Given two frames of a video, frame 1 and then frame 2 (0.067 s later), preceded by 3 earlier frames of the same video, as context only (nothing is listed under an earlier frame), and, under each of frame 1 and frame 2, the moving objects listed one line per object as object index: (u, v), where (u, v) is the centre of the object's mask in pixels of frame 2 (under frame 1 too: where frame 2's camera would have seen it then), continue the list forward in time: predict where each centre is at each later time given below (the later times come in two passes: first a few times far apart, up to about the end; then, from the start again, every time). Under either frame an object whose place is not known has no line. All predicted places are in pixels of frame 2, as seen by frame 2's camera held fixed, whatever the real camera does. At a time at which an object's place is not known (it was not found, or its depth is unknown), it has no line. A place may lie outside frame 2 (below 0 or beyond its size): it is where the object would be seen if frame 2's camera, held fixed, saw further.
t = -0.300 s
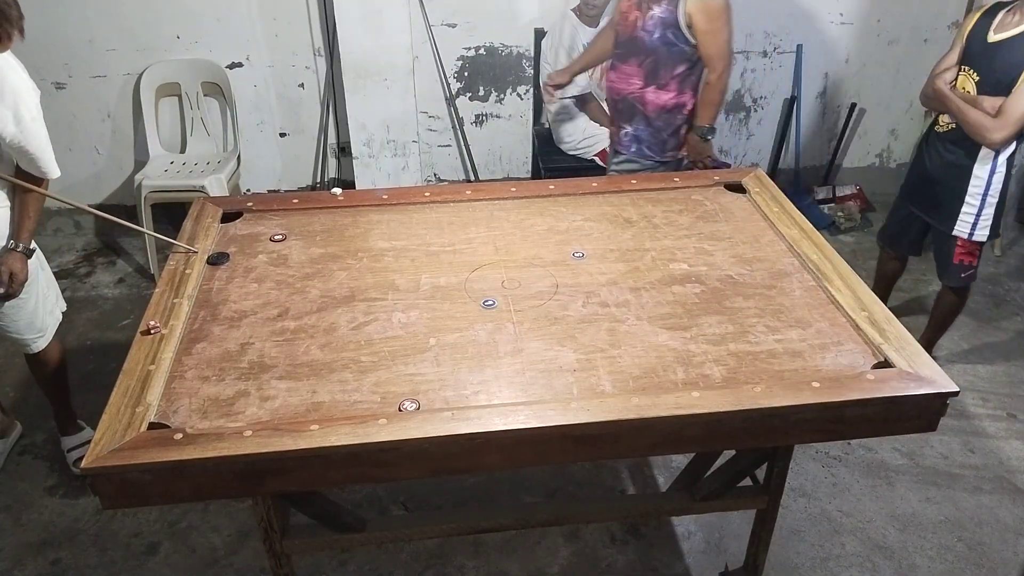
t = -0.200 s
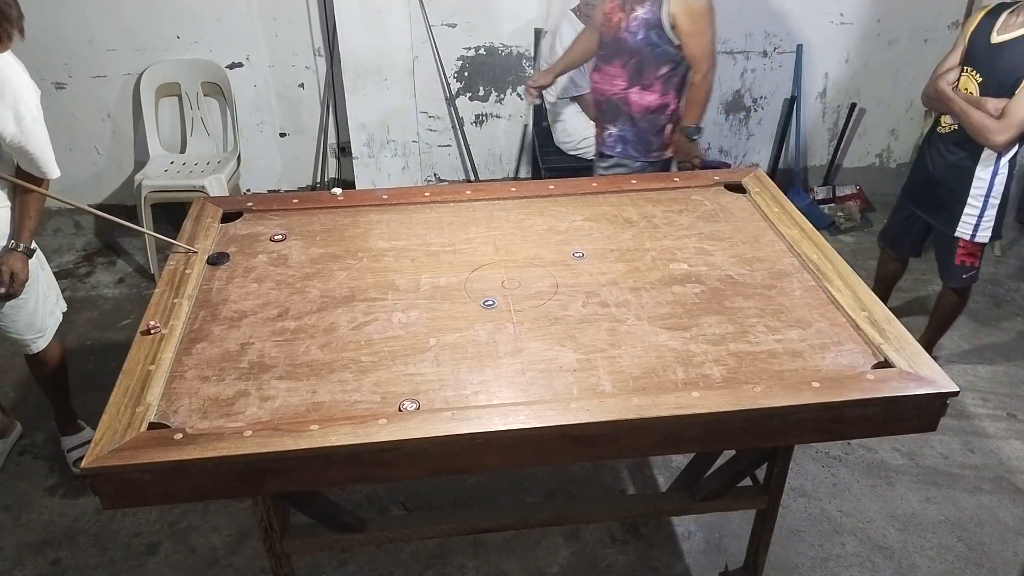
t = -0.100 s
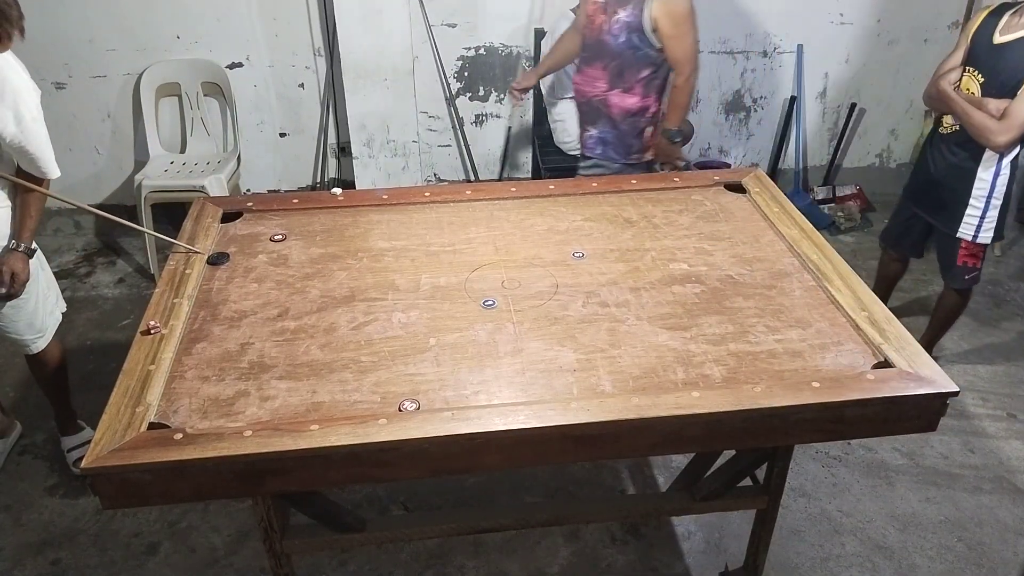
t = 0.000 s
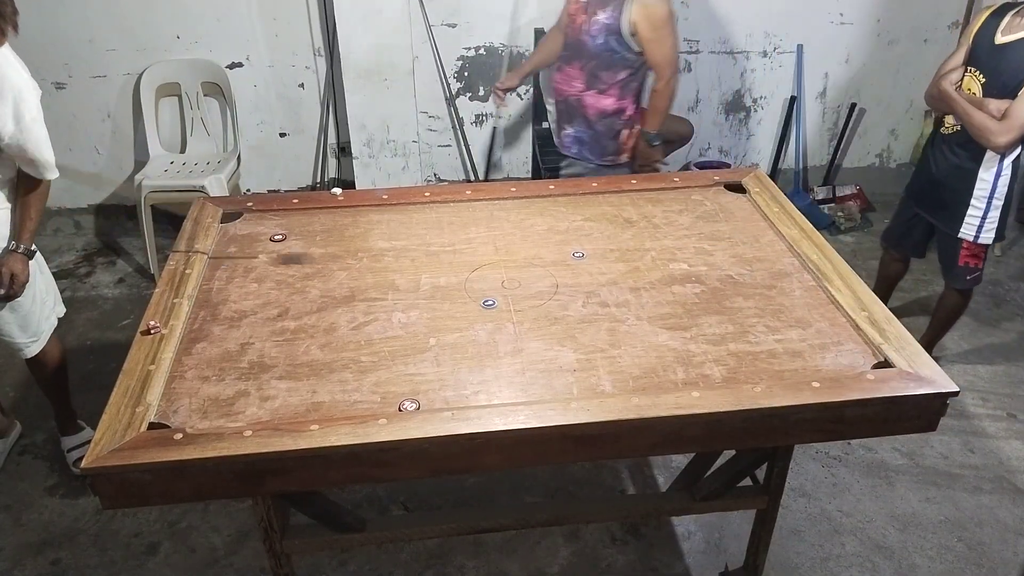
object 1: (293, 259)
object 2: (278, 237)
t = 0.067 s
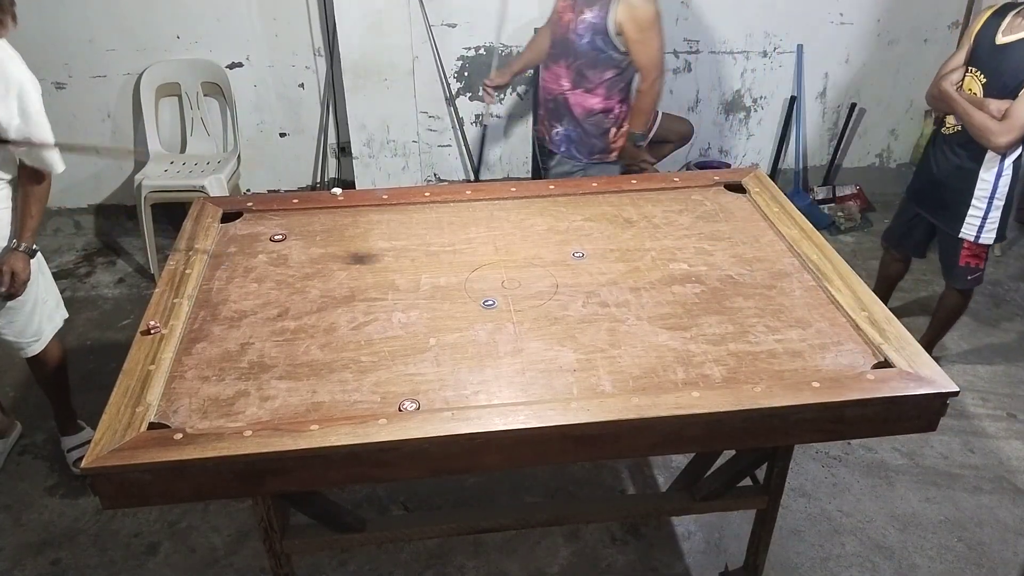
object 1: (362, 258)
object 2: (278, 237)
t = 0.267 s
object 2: (278, 237)
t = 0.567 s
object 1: (718, 277)
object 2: (278, 237)
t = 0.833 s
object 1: (788, 293)
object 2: (278, 237)
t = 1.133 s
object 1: (710, 314)
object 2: (278, 237)
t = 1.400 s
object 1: (653, 329)
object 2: (240, 223)
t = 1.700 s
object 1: (604, 342)
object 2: (300, 218)
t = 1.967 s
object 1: (585, 347)
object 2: (333, 220)
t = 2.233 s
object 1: (585, 348)
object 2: (355, 221)
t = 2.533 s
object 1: (585, 348)
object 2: (368, 220)
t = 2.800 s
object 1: (585, 348)
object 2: (371, 219)
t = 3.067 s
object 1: (585, 347)
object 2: (371, 219)
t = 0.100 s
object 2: (278, 237)
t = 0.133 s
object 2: (278, 237)
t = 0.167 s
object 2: (278, 237)
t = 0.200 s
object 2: (278, 237)
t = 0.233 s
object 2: (278, 237)
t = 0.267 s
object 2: (278, 237)
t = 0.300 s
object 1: (574, 261)
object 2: (278, 237)
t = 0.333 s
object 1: (594, 263)
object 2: (278, 237)
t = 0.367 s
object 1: (612, 265)
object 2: (278, 237)
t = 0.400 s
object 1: (631, 267)
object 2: (278, 237)
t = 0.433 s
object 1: (648, 269)
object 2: (278, 237)
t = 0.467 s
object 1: (666, 271)
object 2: (278, 237)
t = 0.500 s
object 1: (683, 273)
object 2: (278, 237)
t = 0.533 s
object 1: (700, 275)
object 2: (278, 237)
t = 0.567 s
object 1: (718, 277)
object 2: (278, 237)
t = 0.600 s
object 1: (736, 279)
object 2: (278, 237)
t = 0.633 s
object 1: (752, 280)
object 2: (278, 237)
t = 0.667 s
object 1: (769, 282)
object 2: (278, 237)
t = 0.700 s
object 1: (784, 284)
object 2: (278, 237)
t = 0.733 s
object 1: (801, 285)
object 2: (278, 237)
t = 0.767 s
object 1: (808, 287)
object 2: (278, 237)
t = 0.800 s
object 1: (798, 290)
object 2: (278, 237)
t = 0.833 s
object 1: (788, 293)
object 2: (278, 237)
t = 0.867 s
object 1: (779, 295)
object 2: (278, 237)
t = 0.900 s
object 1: (770, 298)
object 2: (278, 237)
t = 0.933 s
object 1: (761, 300)
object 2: (278, 237)
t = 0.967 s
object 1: (752, 303)
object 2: (278, 237)
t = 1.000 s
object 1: (743, 305)
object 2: (278, 237)
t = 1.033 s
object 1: (734, 307)
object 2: (278, 237)
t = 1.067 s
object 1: (726, 310)
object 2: (278, 237)
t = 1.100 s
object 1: (718, 311)
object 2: (278, 237)
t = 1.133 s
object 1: (710, 314)
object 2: (278, 237)
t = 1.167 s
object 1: (702, 316)
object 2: (279, 237)
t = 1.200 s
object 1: (694, 318)
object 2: (278, 237)
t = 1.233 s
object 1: (687, 320)
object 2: (270, 235)
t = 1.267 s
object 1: (679, 322)
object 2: (257, 232)
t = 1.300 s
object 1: (673, 324)
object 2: (244, 230)
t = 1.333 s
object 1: (666, 325)
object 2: (232, 227)
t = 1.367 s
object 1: (659, 327)
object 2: (231, 225)
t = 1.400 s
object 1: (653, 329)
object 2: (240, 223)
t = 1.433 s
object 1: (646, 331)
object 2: (249, 221)
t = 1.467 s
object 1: (640, 332)
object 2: (257, 219)
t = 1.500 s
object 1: (634, 334)
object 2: (266, 218)
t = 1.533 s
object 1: (628, 336)
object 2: (273, 216)
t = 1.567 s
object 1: (623, 337)
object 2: (279, 216)
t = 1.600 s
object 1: (618, 339)
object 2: (285, 216)
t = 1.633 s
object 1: (613, 340)
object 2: (290, 217)
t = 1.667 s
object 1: (609, 341)
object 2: (295, 218)
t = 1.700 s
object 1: (604, 342)
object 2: (300, 218)
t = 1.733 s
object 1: (601, 343)
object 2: (304, 218)
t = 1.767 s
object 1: (597, 344)
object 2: (309, 219)
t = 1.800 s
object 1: (594, 345)
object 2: (314, 219)
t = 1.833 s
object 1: (591, 346)
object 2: (318, 219)
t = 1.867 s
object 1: (589, 346)
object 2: (322, 219)
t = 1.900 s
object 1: (587, 347)
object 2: (326, 220)
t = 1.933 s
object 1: (586, 347)
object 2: (330, 220)
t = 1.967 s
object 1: (585, 347)
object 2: (333, 220)
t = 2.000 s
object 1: (585, 348)
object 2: (337, 220)
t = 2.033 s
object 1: (585, 348)
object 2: (340, 220)
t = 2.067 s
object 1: (585, 348)
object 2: (342, 221)
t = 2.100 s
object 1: (585, 348)
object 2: (345, 221)
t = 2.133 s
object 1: (585, 348)
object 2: (348, 221)
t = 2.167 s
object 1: (585, 348)
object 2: (350, 221)
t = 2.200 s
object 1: (585, 348)
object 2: (353, 221)
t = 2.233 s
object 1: (585, 348)
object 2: (355, 221)
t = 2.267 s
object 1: (585, 348)
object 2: (357, 221)
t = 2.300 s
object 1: (585, 347)
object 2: (358, 221)
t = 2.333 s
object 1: (585, 348)
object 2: (360, 221)
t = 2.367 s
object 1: (585, 347)
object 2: (362, 221)
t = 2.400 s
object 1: (585, 347)
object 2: (363, 221)
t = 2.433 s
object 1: (585, 347)
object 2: (365, 220)
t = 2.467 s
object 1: (585, 347)
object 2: (366, 220)
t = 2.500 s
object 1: (585, 347)
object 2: (367, 220)
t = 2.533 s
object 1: (585, 348)
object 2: (368, 220)
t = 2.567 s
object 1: (585, 348)
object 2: (369, 220)
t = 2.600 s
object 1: (585, 348)
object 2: (370, 220)
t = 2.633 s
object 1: (585, 348)
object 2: (370, 220)
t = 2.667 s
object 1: (585, 348)
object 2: (371, 219)
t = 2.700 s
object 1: (585, 348)
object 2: (371, 219)
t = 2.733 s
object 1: (585, 348)
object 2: (371, 219)
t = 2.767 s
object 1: (585, 348)
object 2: (371, 219)
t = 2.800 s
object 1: (585, 348)
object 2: (371, 219)
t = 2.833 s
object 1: (585, 347)
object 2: (371, 219)
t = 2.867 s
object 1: (585, 348)
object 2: (371, 219)
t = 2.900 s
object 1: (585, 347)
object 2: (371, 219)
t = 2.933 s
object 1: (585, 347)
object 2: (371, 219)
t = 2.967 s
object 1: (585, 347)
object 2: (371, 219)
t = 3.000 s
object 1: (585, 347)
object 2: (371, 219)
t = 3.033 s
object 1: (585, 347)
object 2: (371, 219)
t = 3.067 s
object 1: (585, 347)
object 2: (371, 219)
